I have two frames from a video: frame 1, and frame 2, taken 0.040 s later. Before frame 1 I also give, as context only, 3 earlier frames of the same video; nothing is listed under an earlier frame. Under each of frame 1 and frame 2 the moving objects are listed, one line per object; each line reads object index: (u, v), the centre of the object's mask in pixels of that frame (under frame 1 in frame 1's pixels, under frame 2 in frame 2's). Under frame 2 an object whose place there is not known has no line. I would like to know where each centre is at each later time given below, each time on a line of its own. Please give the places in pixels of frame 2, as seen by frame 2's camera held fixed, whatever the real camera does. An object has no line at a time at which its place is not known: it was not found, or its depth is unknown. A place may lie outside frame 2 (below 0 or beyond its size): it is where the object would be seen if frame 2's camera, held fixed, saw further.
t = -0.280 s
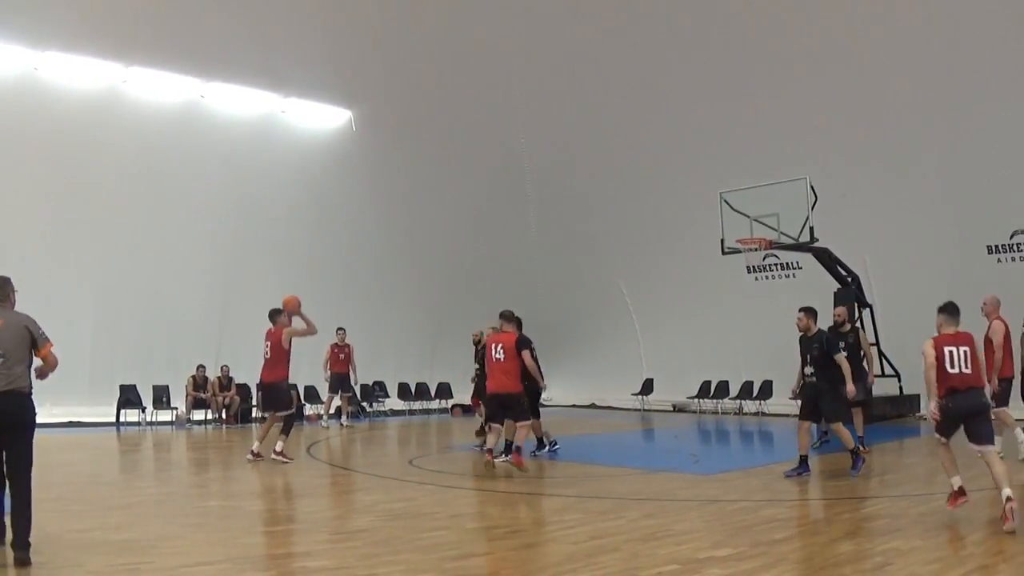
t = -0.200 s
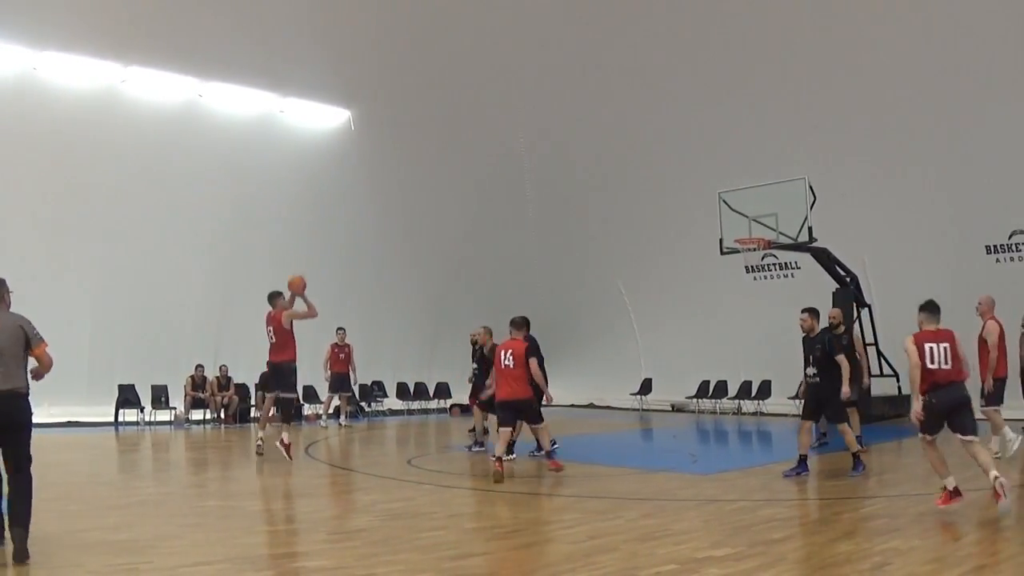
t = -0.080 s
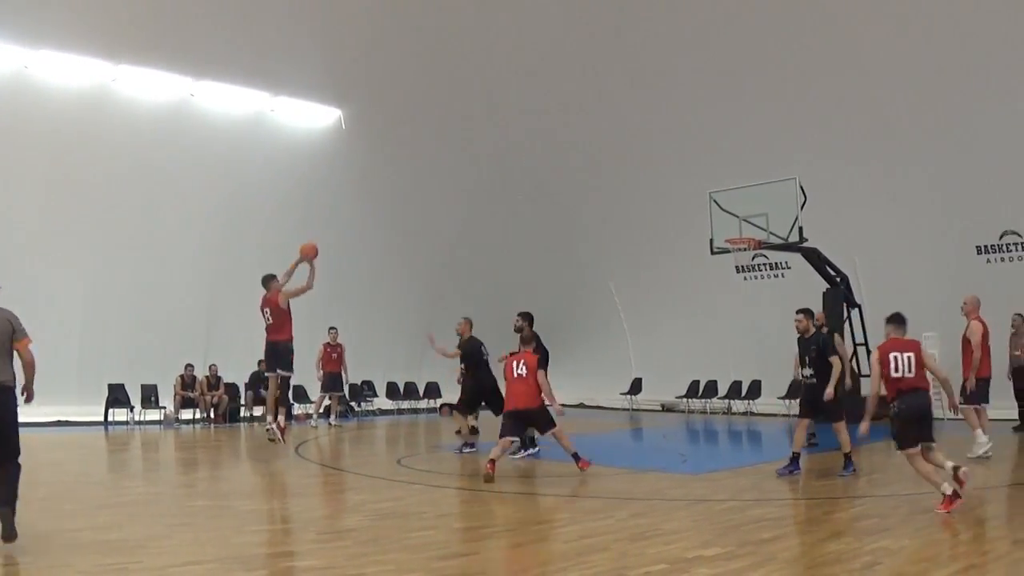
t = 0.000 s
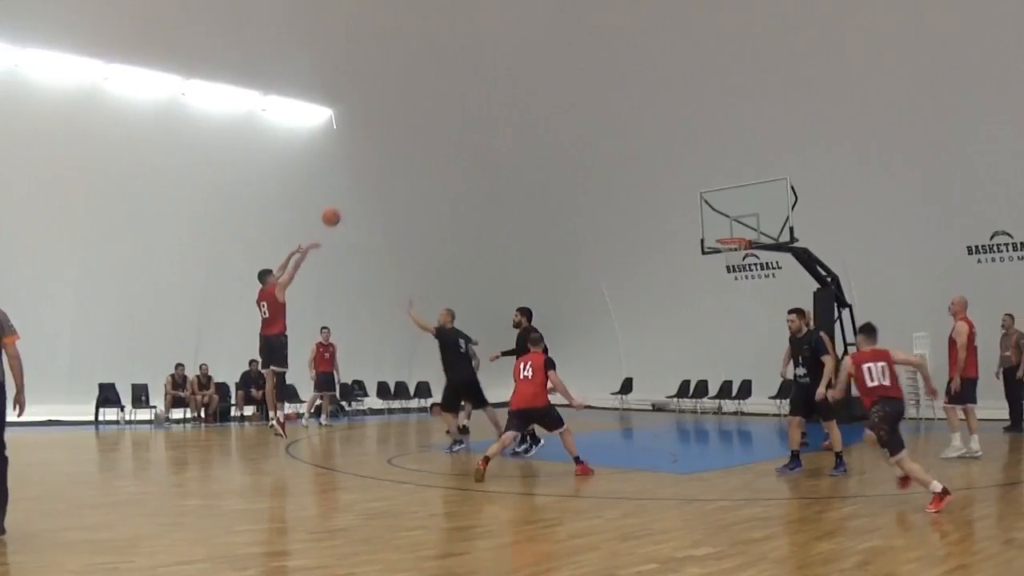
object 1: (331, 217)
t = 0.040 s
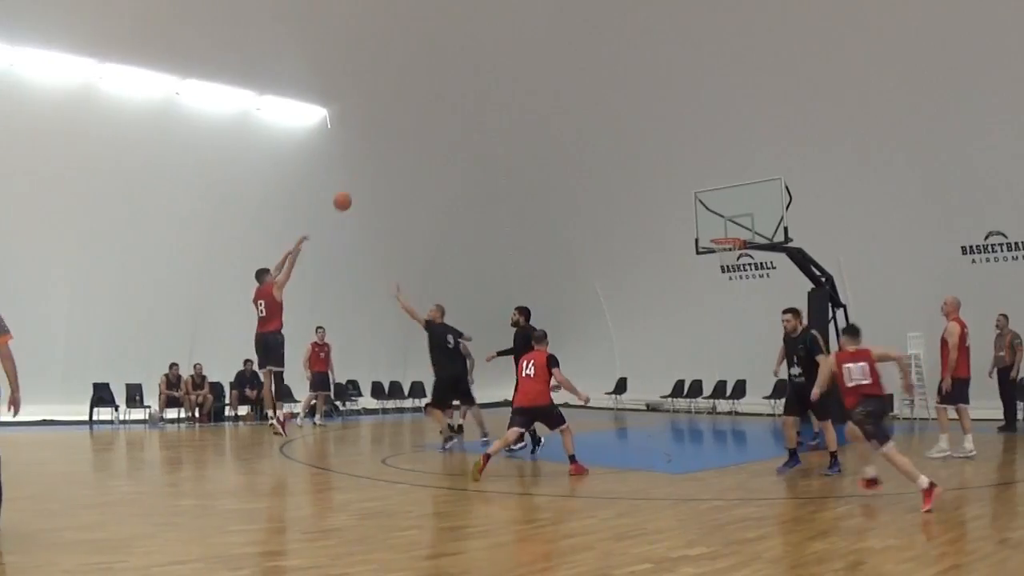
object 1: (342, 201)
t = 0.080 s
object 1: (359, 188)
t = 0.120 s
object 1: (375, 175)
